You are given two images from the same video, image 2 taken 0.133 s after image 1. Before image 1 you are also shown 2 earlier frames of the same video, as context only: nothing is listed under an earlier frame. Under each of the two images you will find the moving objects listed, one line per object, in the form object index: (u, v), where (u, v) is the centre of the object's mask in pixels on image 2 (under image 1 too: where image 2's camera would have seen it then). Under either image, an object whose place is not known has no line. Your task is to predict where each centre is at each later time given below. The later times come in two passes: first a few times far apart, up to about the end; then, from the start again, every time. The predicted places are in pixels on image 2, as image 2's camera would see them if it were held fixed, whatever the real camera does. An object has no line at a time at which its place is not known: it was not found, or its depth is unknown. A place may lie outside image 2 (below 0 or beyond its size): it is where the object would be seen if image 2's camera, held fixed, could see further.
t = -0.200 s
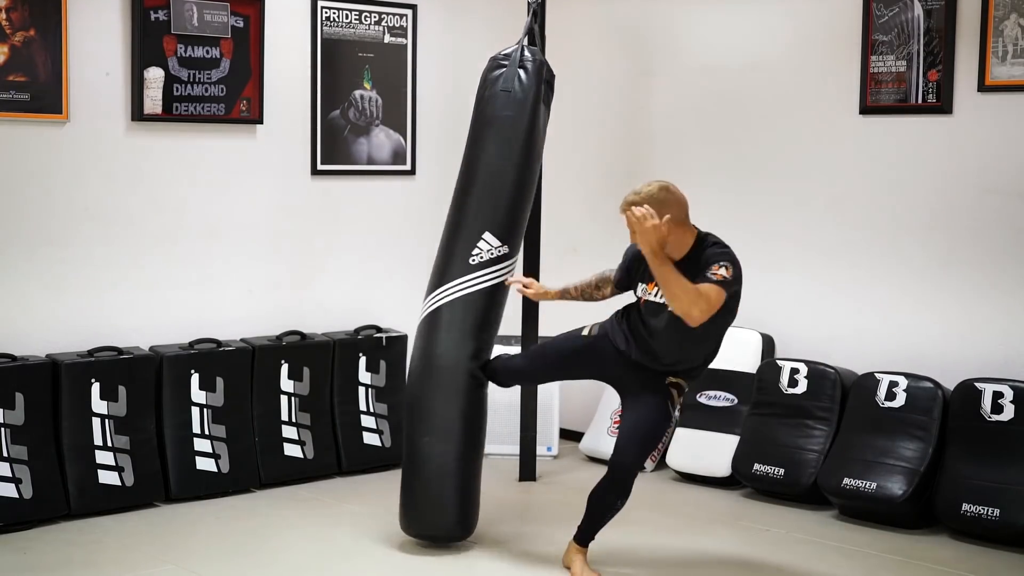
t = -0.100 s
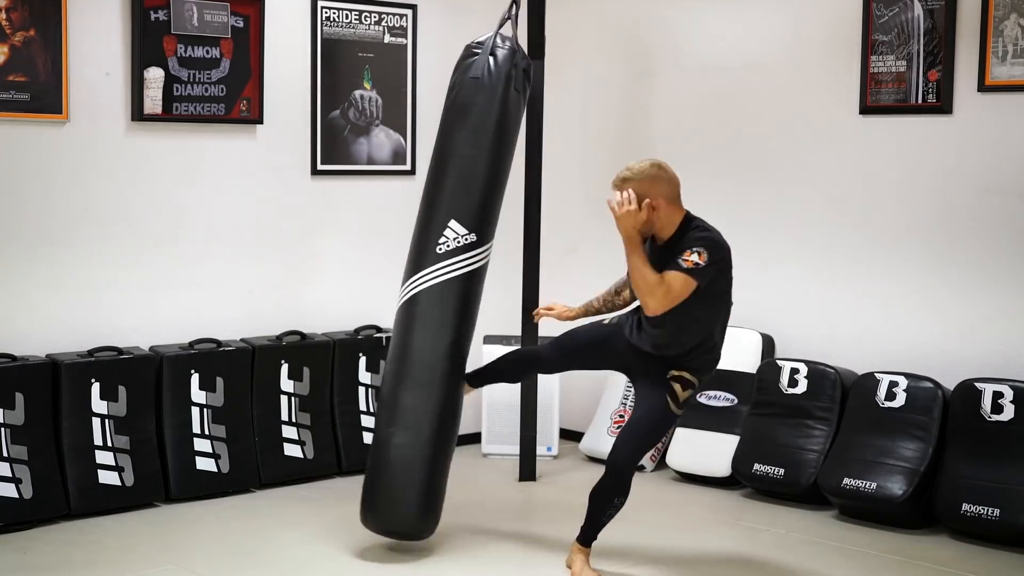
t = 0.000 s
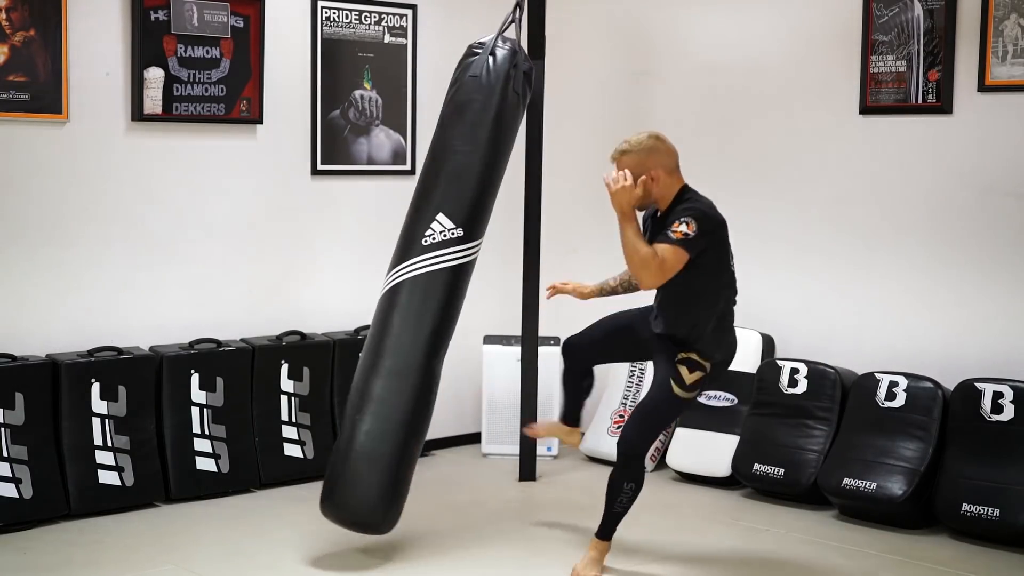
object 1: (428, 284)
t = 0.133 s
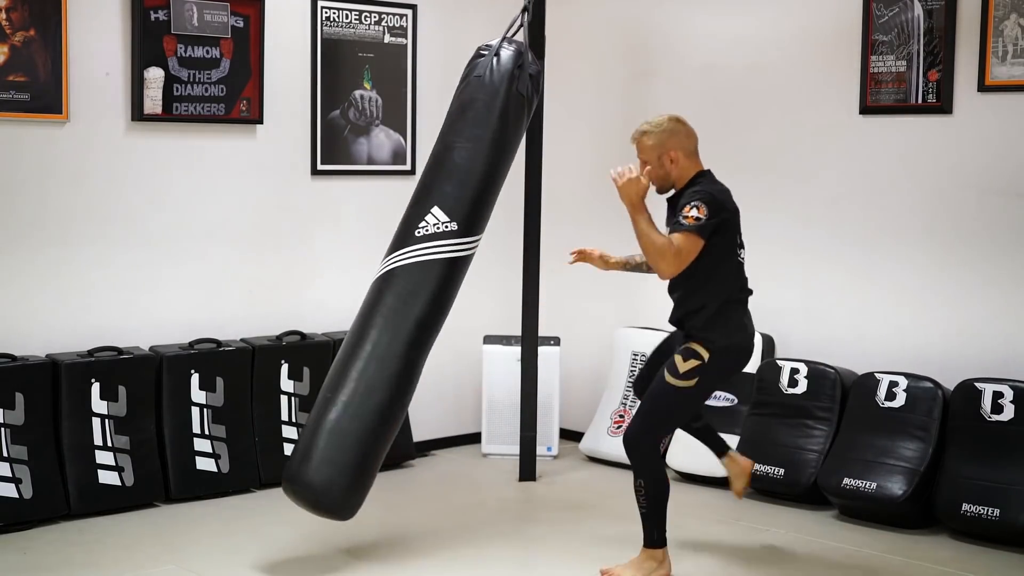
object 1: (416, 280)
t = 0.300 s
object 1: (411, 281)
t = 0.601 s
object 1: (456, 294)
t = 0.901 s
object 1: (513, 291)
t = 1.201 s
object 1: (513, 290)
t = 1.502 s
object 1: (508, 288)
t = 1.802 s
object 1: (513, 289)
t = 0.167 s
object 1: (415, 279)
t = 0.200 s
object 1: (413, 278)
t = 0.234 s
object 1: (412, 280)
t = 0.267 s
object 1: (410, 281)
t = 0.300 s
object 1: (411, 281)
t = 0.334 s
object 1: (412, 281)
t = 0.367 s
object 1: (414, 282)
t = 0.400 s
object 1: (417, 283)
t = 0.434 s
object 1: (421, 285)
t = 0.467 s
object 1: (427, 288)
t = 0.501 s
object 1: (433, 289)
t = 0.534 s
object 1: (440, 291)
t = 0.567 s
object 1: (448, 293)
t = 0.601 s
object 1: (456, 294)
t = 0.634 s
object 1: (464, 295)
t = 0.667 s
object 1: (472, 296)
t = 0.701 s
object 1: (480, 296)
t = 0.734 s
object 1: (487, 294)
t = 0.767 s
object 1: (493, 294)
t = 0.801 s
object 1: (499, 293)
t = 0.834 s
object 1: (505, 292)
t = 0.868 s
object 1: (508, 293)
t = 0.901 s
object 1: (513, 291)
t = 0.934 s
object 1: (516, 290)
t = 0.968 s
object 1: (518, 290)
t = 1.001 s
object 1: (518, 292)
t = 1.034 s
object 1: (519, 292)
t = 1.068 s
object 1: (518, 292)
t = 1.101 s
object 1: (518, 289)
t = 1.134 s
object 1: (517, 289)
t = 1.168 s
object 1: (515, 289)
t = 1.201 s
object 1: (513, 290)
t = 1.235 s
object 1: (512, 290)
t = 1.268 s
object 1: (511, 290)
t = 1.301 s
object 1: (510, 289)
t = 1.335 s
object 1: (508, 289)
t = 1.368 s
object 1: (508, 288)
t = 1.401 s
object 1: (508, 289)
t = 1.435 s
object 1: (508, 288)
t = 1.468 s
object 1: (508, 288)
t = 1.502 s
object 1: (508, 288)
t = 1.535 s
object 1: (508, 288)
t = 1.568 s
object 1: (509, 288)
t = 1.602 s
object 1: (509, 288)
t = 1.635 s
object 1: (510, 289)
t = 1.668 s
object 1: (510, 289)
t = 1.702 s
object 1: (511, 289)
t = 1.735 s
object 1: (512, 289)
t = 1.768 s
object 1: (512, 289)
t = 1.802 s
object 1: (513, 289)
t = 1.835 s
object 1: (513, 289)
